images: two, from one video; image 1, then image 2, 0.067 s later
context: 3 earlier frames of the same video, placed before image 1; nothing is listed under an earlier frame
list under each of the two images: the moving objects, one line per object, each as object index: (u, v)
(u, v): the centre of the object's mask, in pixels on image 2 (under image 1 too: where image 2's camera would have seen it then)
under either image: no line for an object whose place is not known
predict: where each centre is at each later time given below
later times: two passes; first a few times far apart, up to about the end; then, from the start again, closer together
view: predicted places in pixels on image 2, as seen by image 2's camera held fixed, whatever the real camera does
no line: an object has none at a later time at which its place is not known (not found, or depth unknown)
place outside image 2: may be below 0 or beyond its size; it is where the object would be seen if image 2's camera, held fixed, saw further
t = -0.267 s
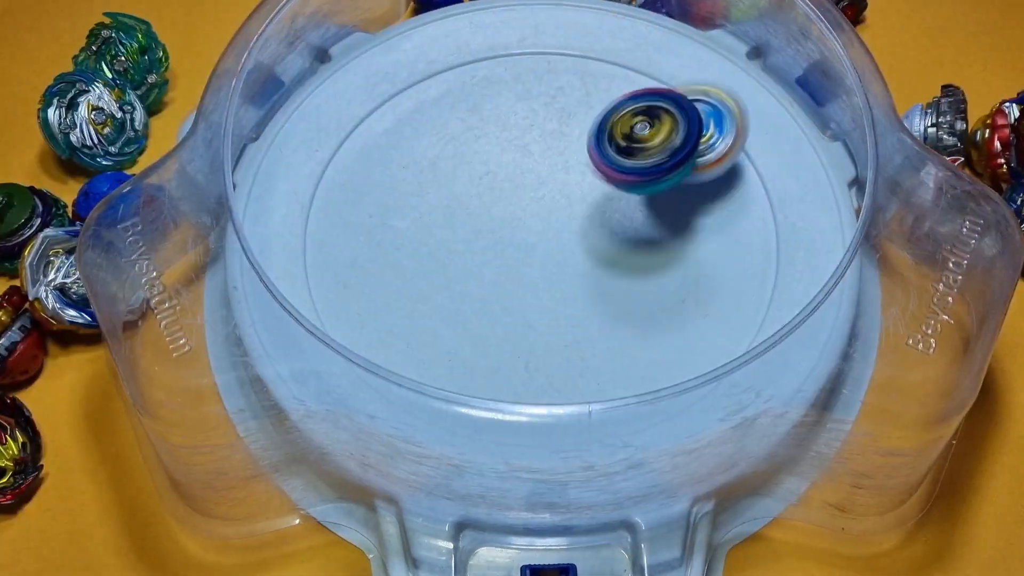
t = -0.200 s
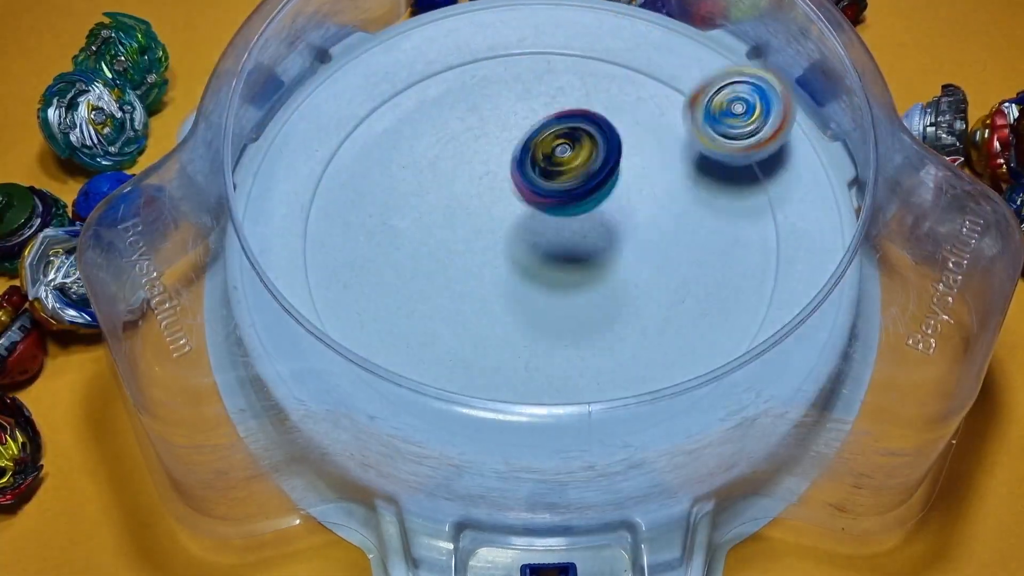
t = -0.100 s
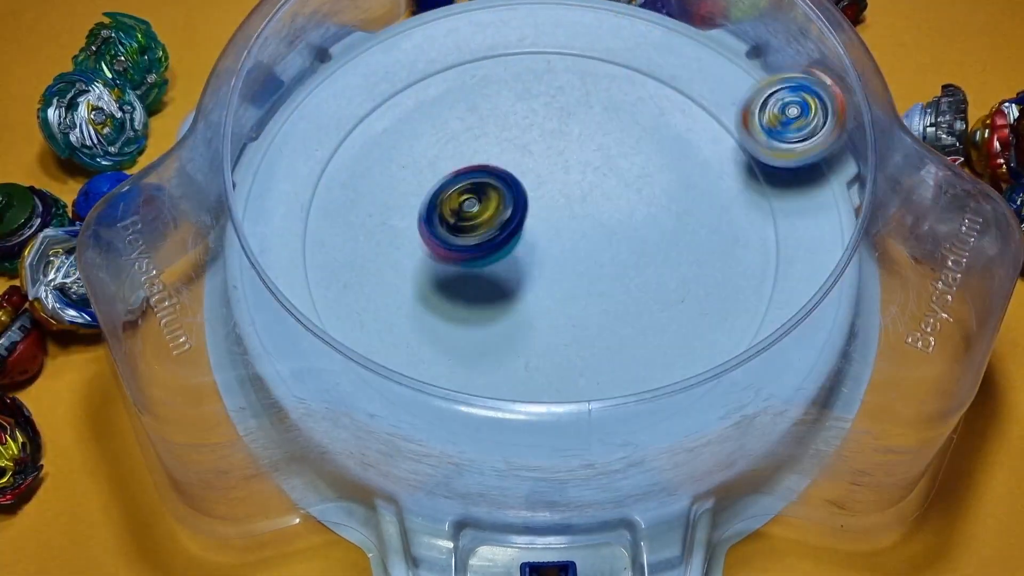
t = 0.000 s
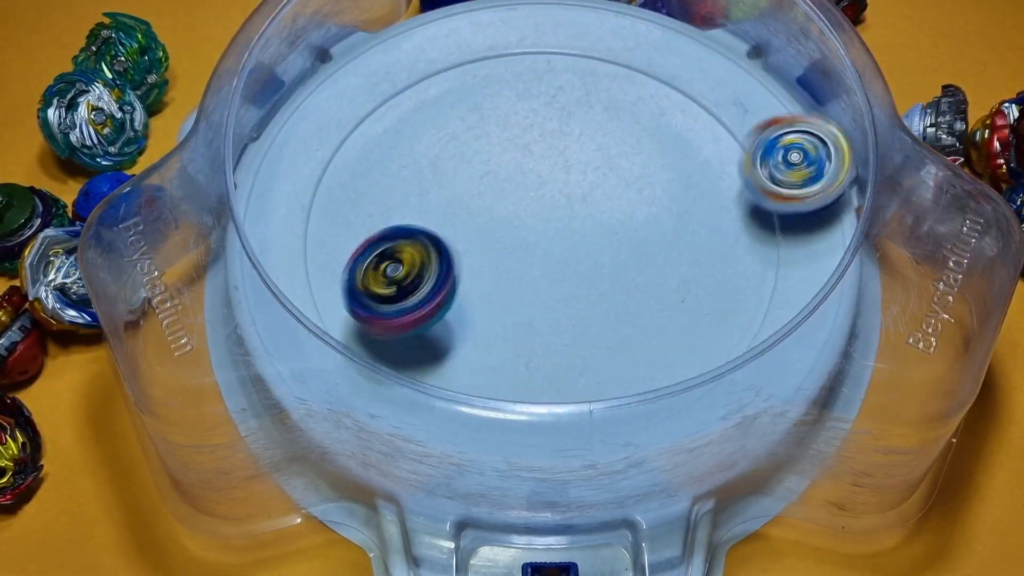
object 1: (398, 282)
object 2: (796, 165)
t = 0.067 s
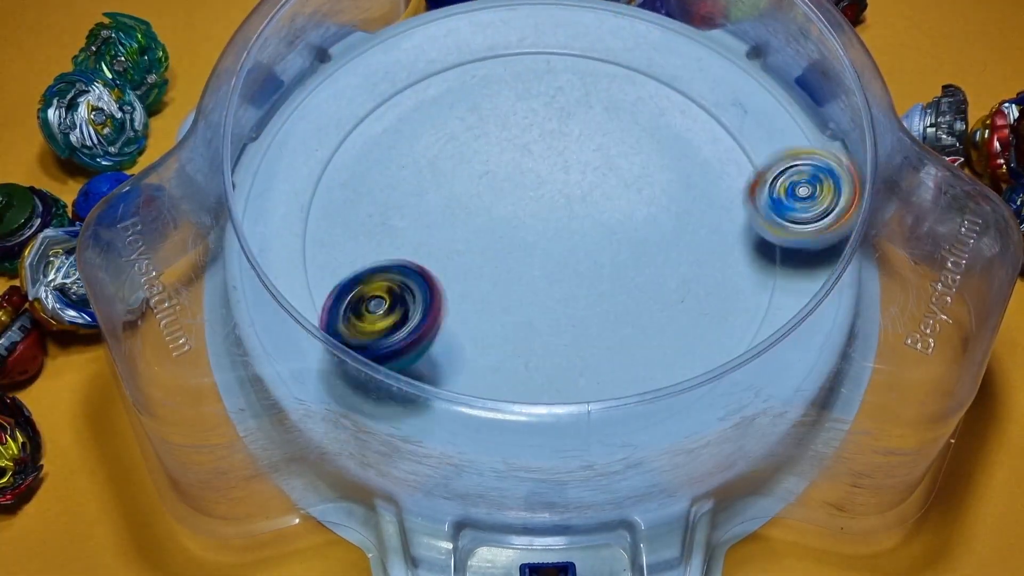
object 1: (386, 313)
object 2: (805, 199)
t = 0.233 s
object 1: (437, 405)
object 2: (827, 265)
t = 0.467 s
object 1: (674, 405)
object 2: (779, 306)
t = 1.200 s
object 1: (382, 368)
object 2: (546, 131)
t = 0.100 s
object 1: (390, 318)
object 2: (808, 214)
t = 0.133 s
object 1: (393, 341)
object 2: (811, 228)
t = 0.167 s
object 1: (401, 372)
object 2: (818, 243)
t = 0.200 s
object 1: (418, 395)
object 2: (824, 254)
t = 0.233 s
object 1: (437, 405)
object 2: (827, 265)
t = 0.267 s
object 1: (459, 422)
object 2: (820, 275)
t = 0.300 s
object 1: (494, 424)
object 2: (815, 278)
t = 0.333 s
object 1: (532, 426)
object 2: (807, 285)
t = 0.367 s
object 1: (568, 424)
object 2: (800, 287)
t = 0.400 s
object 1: (603, 427)
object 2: (791, 292)
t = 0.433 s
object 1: (638, 414)
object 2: (783, 296)
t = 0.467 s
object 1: (674, 405)
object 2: (779, 306)
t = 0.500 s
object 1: (703, 394)
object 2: (762, 298)
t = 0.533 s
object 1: (659, 409)
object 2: (826, 258)
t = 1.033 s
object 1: (339, 375)
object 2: (177, 326)
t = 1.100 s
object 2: (189, 280)
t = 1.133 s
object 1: (363, 373)
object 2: (257, 226)
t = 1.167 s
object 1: (372, 374)
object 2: (381, 176)
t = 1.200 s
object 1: (382, 368)
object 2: (546, 131)
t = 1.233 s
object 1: (388, 373)
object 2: (702, 102)
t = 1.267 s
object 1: (394, 364)
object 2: (791, 107)
